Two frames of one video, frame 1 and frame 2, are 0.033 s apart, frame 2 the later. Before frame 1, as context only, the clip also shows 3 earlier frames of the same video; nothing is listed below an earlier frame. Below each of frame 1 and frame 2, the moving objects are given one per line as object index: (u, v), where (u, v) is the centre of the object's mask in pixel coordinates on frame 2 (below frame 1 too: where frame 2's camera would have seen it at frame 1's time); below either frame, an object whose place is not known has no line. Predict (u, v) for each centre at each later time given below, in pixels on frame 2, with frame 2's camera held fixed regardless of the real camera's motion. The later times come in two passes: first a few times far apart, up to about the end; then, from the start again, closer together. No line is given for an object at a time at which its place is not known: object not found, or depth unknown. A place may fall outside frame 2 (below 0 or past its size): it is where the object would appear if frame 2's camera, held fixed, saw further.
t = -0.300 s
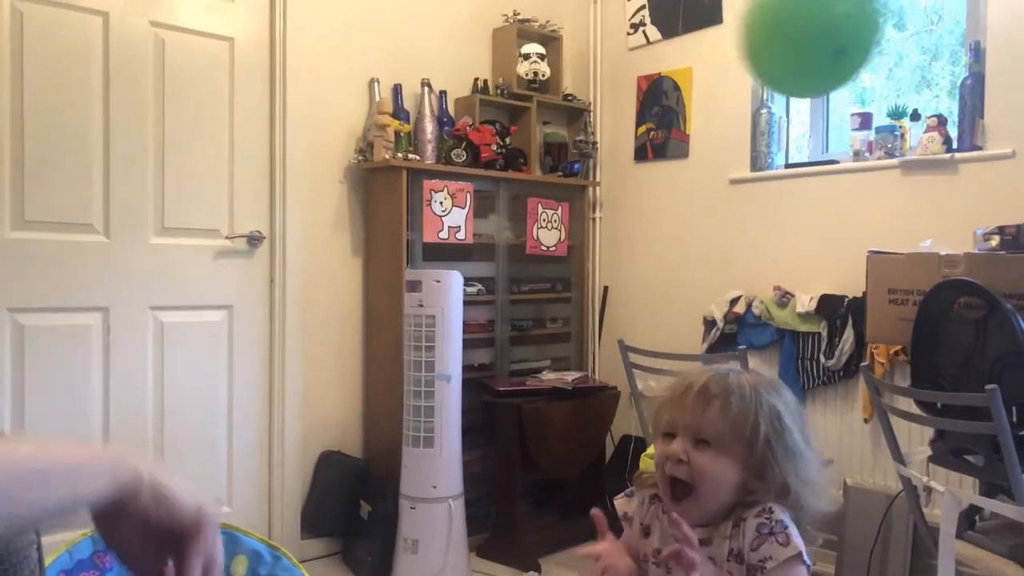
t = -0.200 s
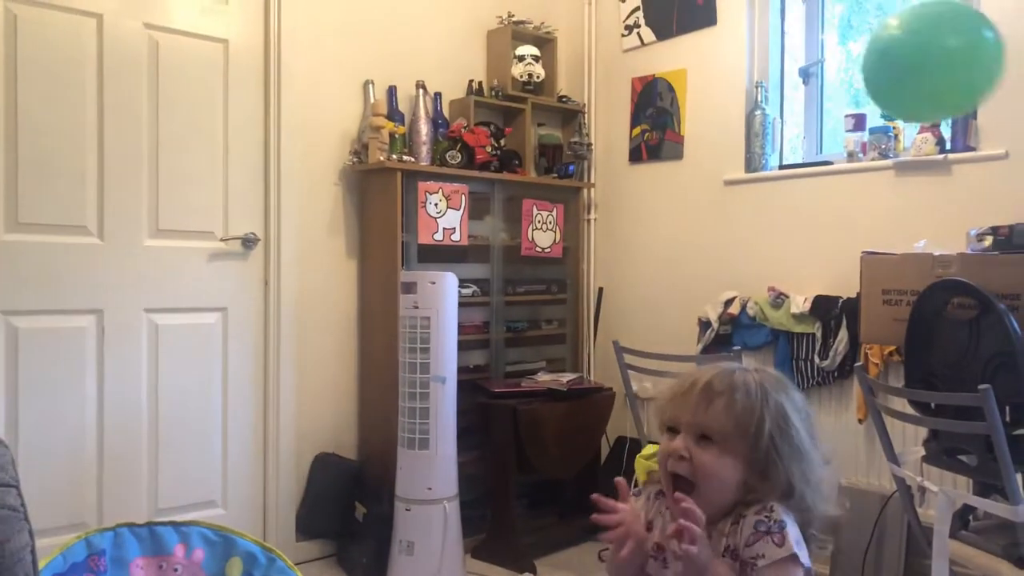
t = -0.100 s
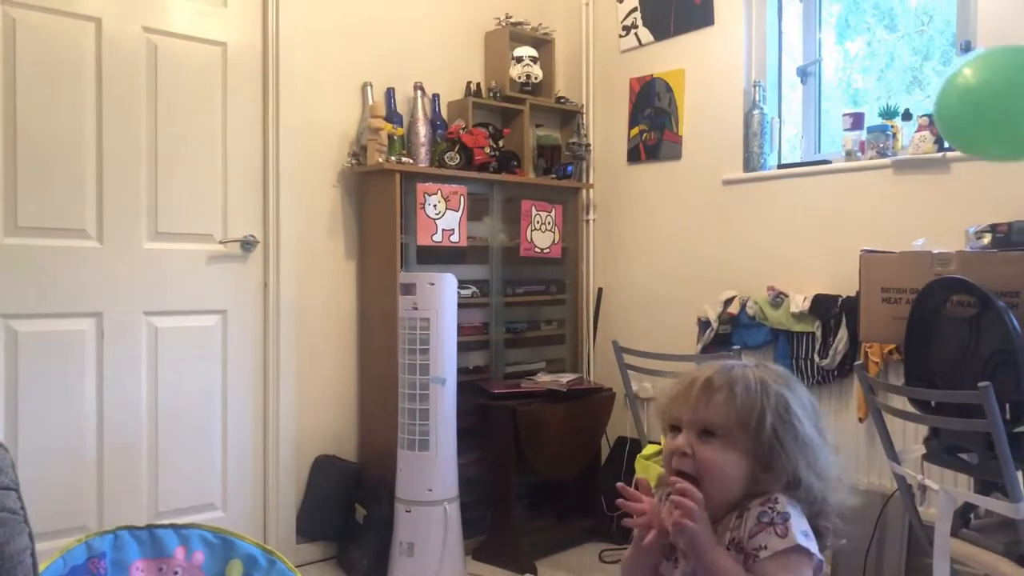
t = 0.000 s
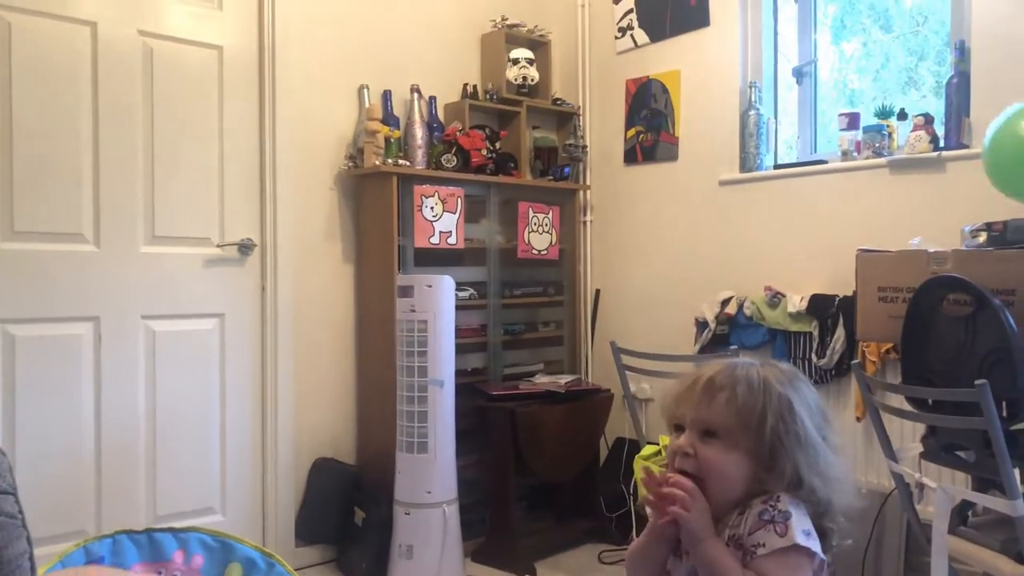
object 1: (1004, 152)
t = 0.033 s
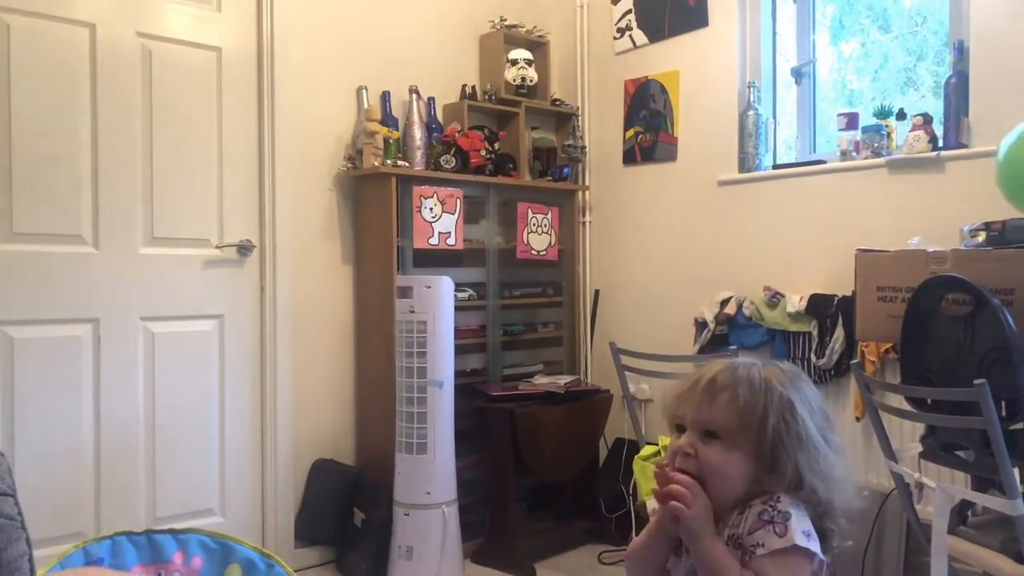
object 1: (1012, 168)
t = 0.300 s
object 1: (997, 208)
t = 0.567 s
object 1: (865, 249)
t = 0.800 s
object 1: (808, 335)
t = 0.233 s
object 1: (1014, 206)
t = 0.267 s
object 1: (1008, 205)
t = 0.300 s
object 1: (997, 208)
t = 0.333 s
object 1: (986, 211)
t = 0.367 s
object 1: (969, 216)
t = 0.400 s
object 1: (952, 220)
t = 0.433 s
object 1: (934, 226)
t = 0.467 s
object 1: (922, 230)
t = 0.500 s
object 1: (912, 234)
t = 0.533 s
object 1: (889, 243)
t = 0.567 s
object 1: (865, 249)
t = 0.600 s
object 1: (846, 274)
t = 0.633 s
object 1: (835, 288)
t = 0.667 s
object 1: (831, 297)
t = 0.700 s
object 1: (826, 306)
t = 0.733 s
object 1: (821, 315)
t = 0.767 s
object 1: (815, 326)
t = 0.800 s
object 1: (808, 335)
